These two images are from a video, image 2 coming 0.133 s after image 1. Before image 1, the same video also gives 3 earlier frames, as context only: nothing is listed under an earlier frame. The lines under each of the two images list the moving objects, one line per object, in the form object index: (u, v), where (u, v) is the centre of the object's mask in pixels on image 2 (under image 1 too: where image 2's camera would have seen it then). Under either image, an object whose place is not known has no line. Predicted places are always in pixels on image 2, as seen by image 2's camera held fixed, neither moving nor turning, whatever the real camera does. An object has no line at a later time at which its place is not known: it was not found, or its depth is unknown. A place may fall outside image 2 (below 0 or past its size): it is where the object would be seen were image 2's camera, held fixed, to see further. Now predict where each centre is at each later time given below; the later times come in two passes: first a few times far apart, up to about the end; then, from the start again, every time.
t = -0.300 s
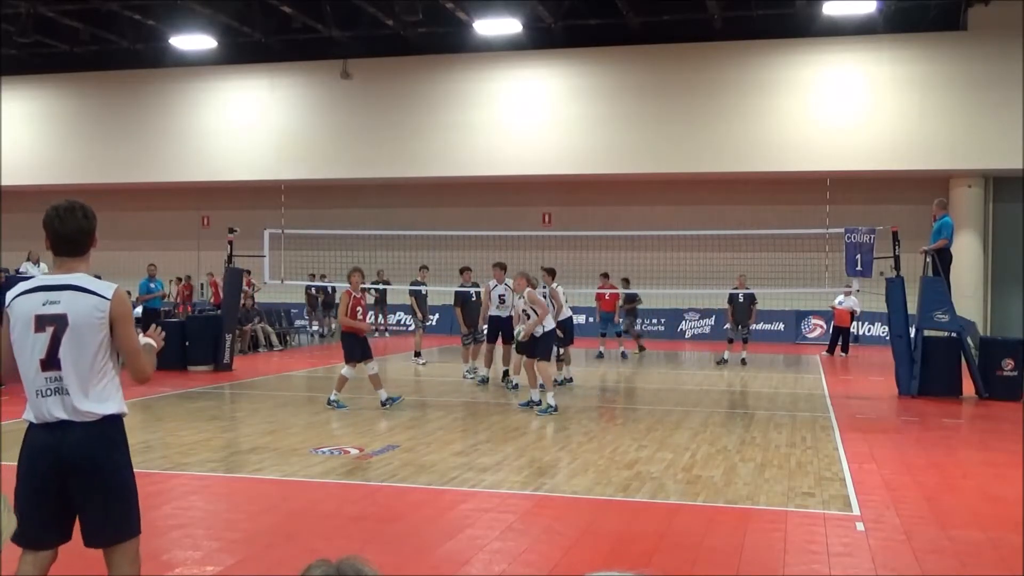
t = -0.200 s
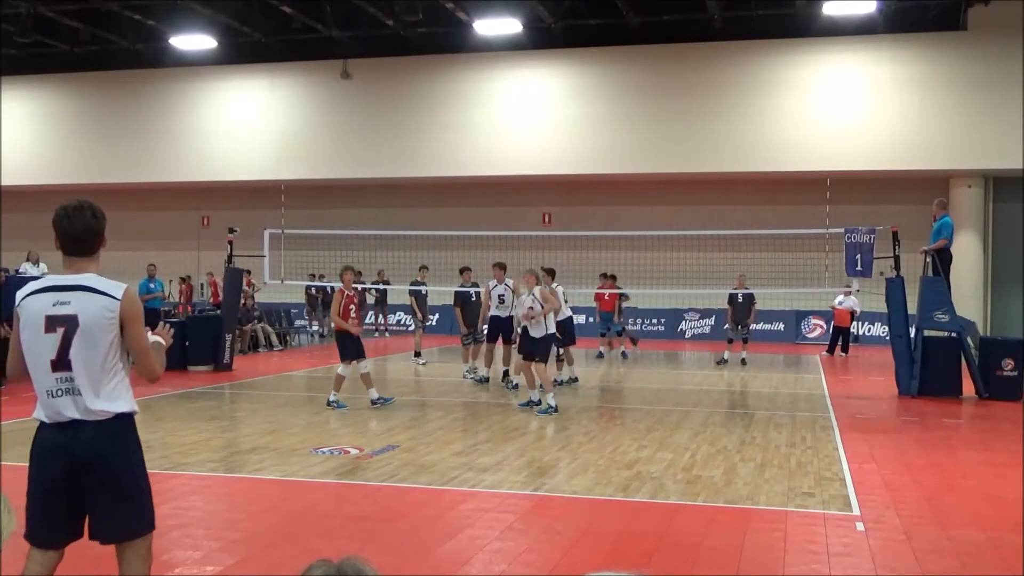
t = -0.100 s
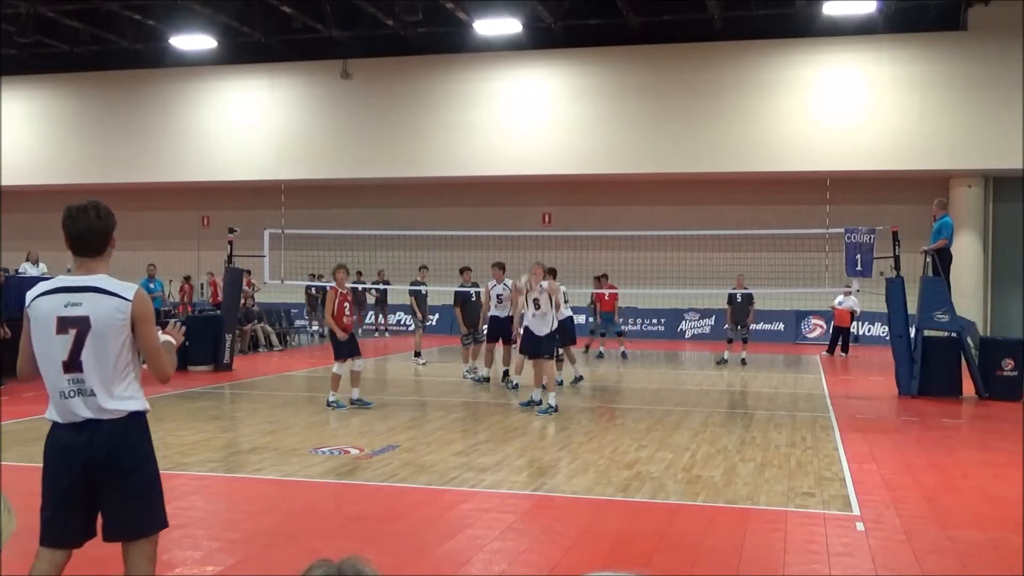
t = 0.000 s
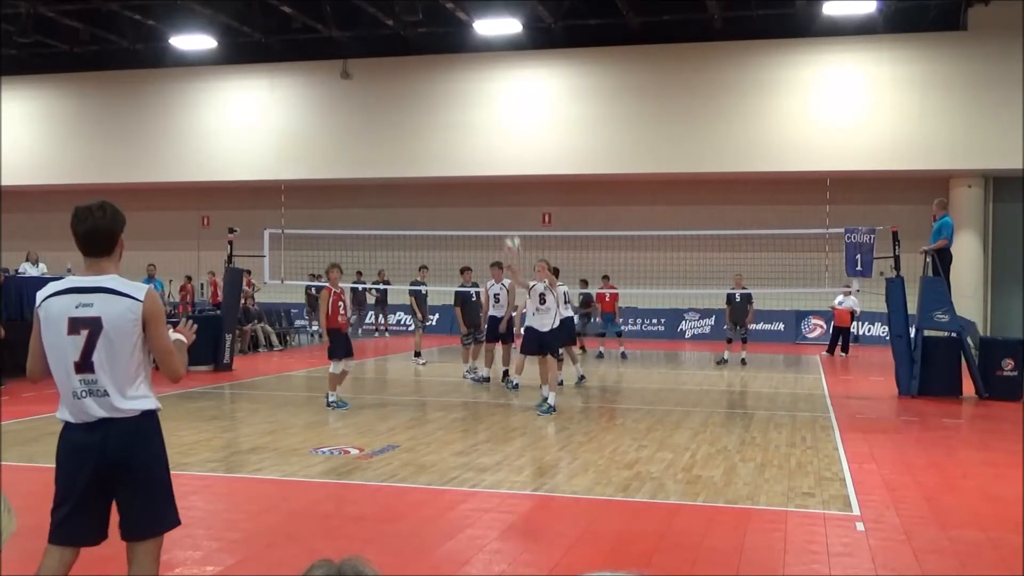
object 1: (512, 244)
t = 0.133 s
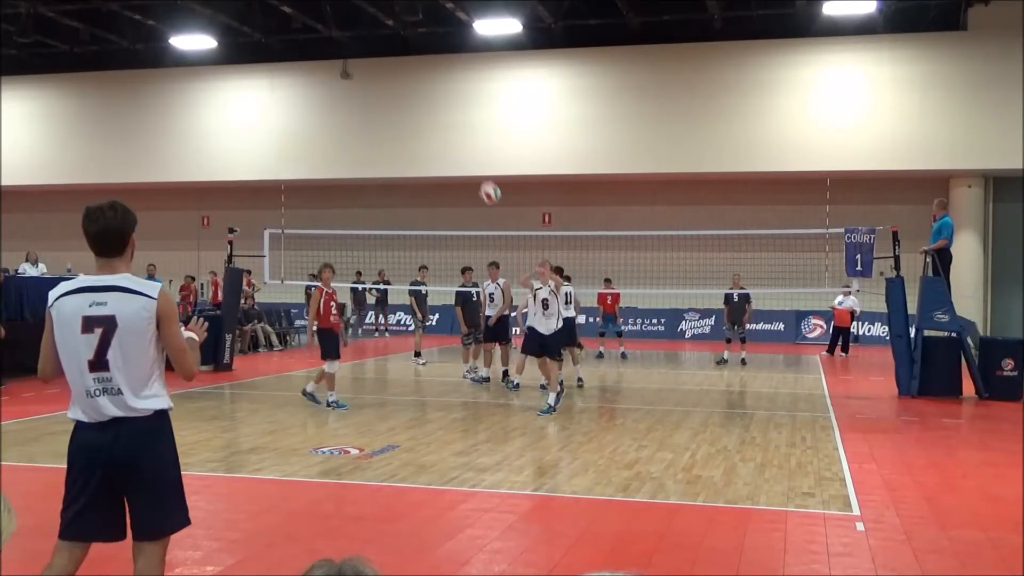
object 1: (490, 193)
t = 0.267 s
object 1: (461, 149)
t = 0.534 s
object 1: (390, 100)
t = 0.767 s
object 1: (285, 134)
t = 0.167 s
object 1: (484, 182)
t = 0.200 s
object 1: (476, 171)
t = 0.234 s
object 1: (469, 160)
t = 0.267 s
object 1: (461, 149)
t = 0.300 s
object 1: (454, 139)
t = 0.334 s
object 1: (446, 130)
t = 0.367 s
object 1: (437, 122)
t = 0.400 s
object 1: (430, 115)
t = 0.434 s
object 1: (421, 109)
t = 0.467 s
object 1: (412, 105)
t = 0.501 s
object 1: (402, 101)
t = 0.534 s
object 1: (390, 100)
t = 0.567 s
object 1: (379, 99)
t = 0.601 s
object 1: (367, 100)
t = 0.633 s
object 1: (353, 102)
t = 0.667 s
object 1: (338, 107)
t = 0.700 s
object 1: (322, 114)
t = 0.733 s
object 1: (304, 123)
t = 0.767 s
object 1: (285, 134)
